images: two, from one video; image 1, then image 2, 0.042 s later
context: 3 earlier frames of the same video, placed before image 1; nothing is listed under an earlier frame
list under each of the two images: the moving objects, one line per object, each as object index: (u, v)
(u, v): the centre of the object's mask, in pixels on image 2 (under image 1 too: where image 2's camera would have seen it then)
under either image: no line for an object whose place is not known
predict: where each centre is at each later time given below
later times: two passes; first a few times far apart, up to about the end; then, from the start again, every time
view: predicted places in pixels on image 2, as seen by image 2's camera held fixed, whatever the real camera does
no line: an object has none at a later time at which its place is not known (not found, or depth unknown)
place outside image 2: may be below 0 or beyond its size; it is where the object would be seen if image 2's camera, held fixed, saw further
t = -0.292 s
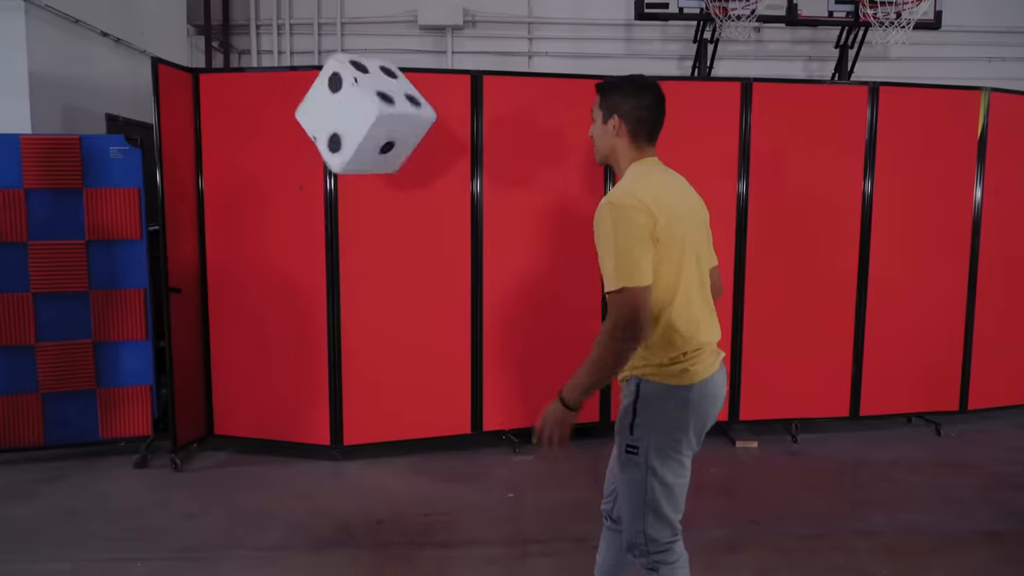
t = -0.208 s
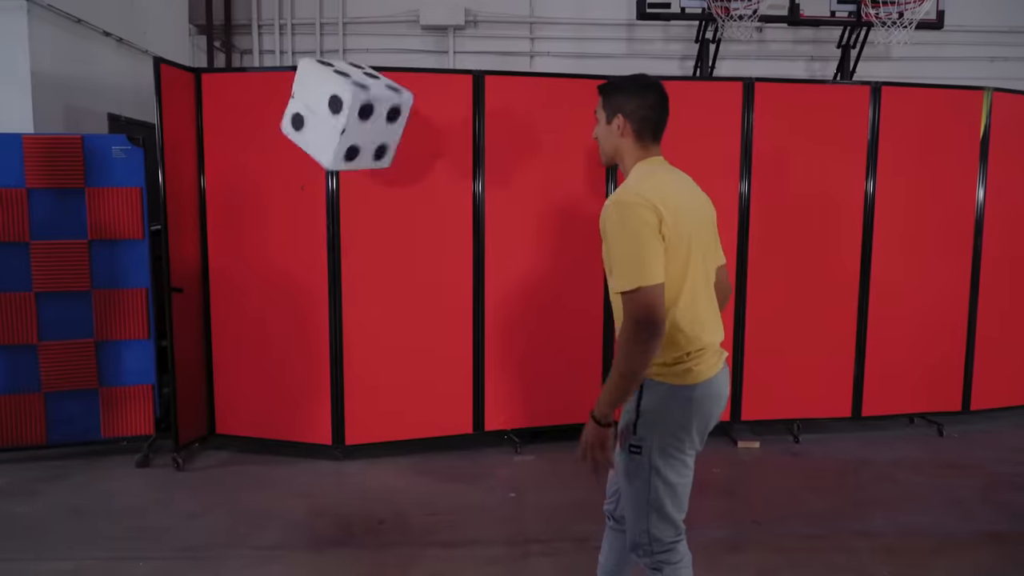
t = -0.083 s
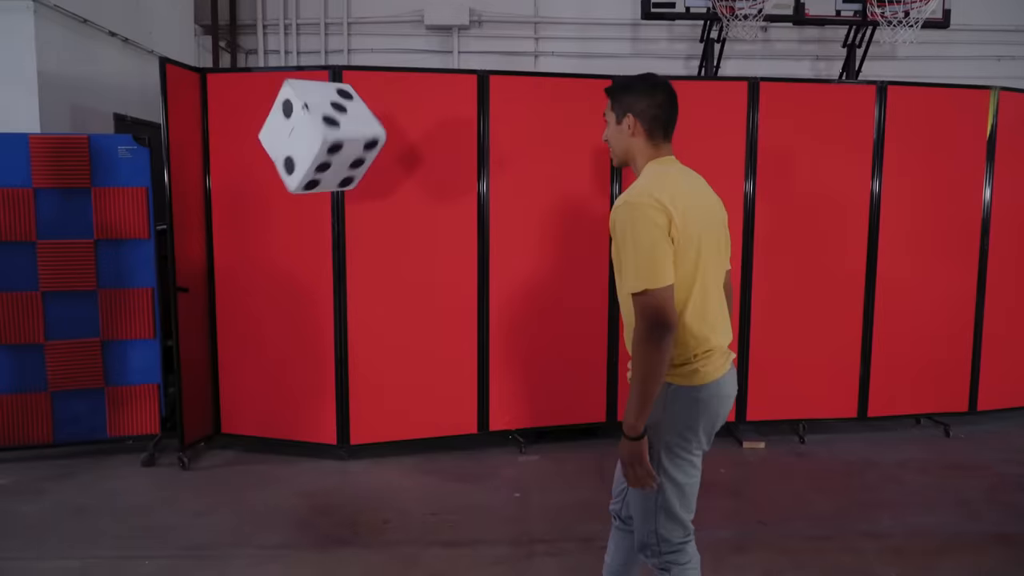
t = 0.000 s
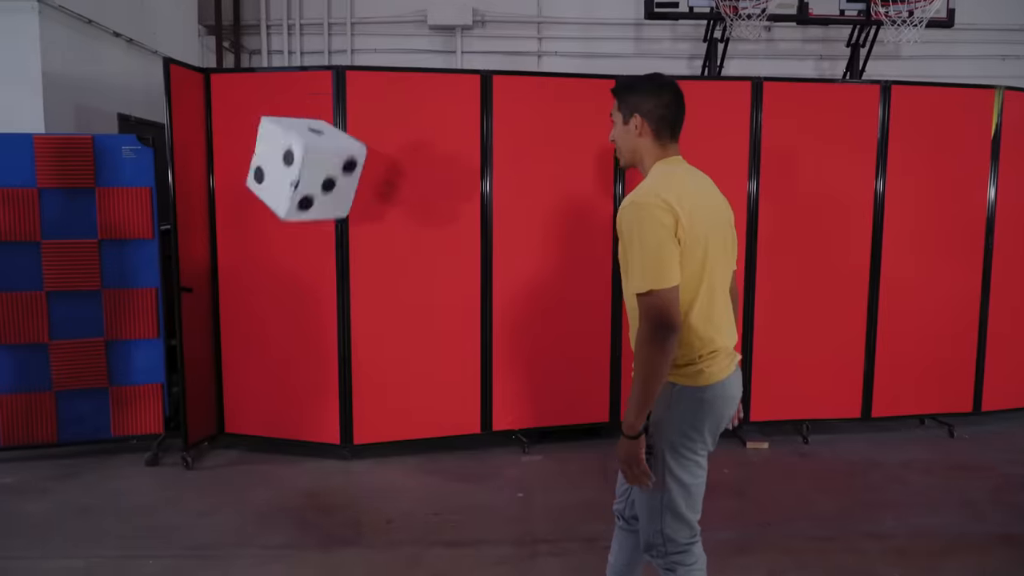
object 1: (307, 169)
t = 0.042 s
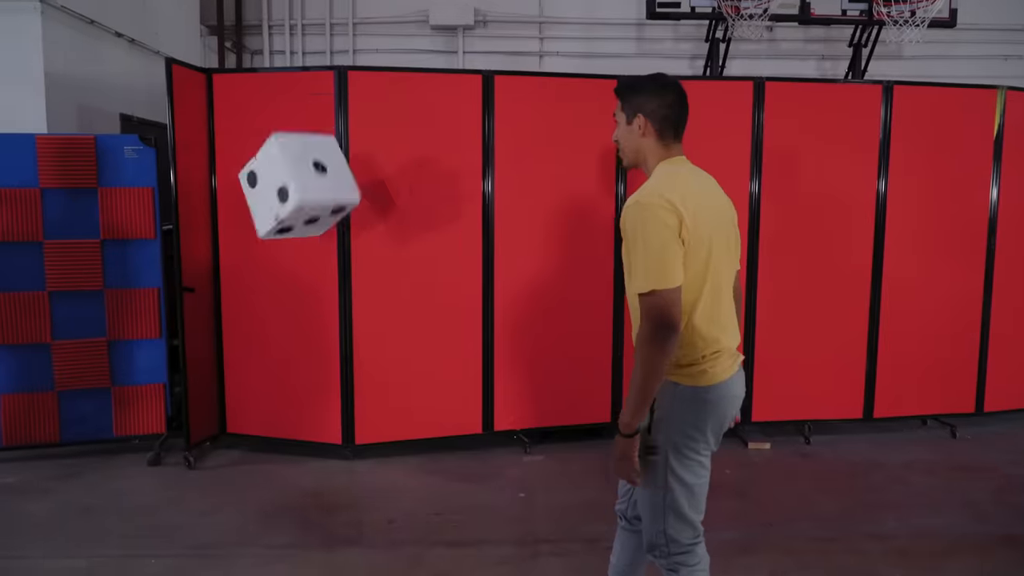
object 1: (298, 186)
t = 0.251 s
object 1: (258, 323)
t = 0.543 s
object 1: (252, 462)
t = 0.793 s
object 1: (282, 471)
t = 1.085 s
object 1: (278, 494)
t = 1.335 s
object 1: (282, 500)
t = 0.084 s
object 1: (290, 211)
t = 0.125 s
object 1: (280, 234)
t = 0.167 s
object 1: (272, 260)
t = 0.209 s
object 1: (266, 294)
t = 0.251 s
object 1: (258, 323)
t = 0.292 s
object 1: (253, 355)
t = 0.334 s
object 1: (245, 393)
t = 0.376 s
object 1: (237, 427)
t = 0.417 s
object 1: (234, 463)
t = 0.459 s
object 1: (237, 475)
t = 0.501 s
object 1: (245, 467)
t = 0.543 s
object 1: (252, 462)
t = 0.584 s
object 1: (259, 461)
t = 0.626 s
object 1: (267, 463)
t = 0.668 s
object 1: (272, 464)
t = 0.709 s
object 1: (275, 463)
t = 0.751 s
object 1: (279, 465)
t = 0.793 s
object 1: (282, 471)
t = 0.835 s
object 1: (284, 479)
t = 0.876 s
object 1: (286, 486)
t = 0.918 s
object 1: (285, 490)
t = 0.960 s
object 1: (283, 490)
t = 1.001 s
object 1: (281, 491)
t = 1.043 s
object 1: (279, 492)
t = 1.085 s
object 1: (278, 494)
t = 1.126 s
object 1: (277, 496)
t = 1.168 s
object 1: (278, 498)
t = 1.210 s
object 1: (279, 500)
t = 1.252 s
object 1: (281, 499)
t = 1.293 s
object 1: (282, 500)
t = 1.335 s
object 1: (282, 500)
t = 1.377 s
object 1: (281, 500)
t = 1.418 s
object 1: (281, 500)
